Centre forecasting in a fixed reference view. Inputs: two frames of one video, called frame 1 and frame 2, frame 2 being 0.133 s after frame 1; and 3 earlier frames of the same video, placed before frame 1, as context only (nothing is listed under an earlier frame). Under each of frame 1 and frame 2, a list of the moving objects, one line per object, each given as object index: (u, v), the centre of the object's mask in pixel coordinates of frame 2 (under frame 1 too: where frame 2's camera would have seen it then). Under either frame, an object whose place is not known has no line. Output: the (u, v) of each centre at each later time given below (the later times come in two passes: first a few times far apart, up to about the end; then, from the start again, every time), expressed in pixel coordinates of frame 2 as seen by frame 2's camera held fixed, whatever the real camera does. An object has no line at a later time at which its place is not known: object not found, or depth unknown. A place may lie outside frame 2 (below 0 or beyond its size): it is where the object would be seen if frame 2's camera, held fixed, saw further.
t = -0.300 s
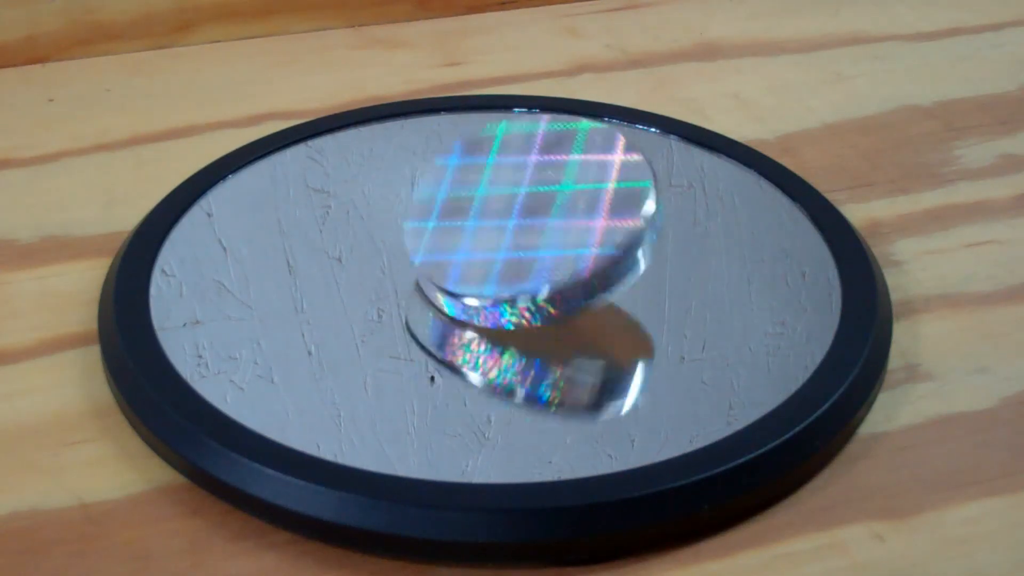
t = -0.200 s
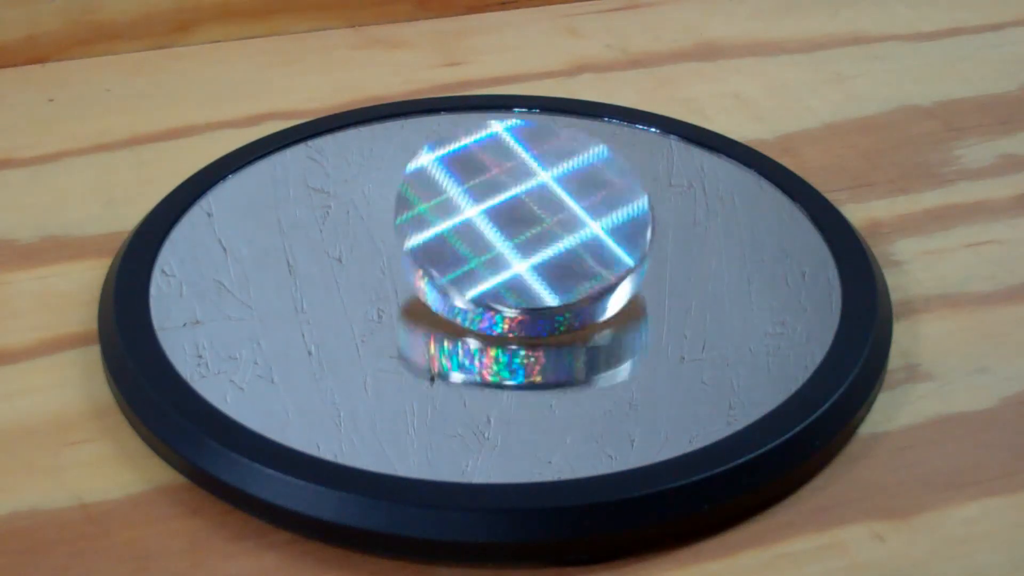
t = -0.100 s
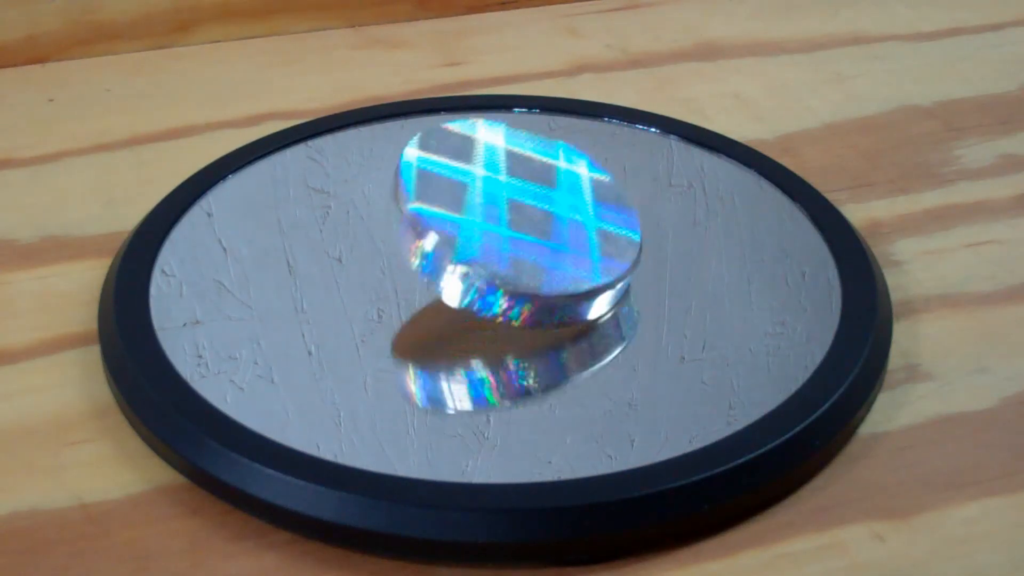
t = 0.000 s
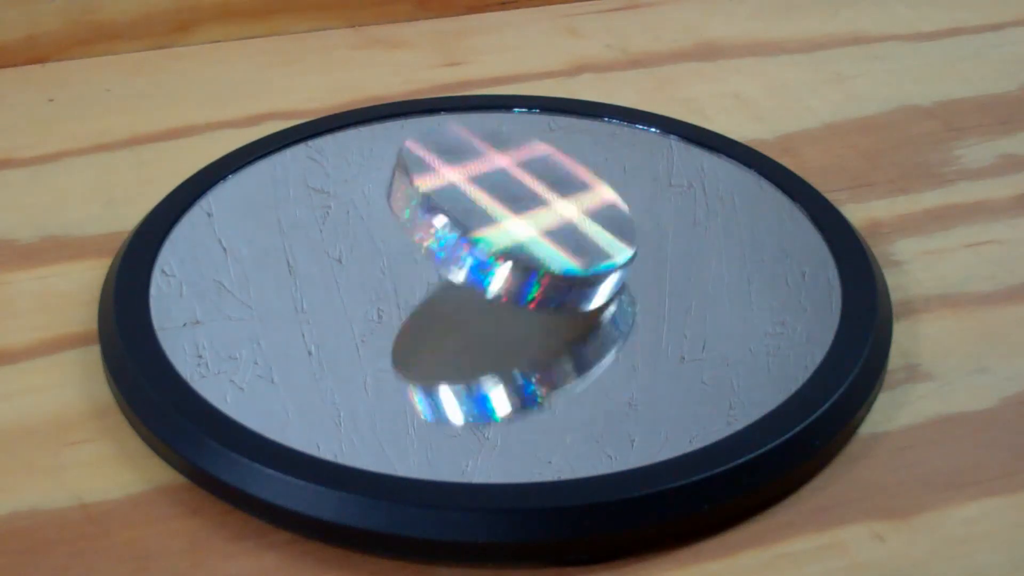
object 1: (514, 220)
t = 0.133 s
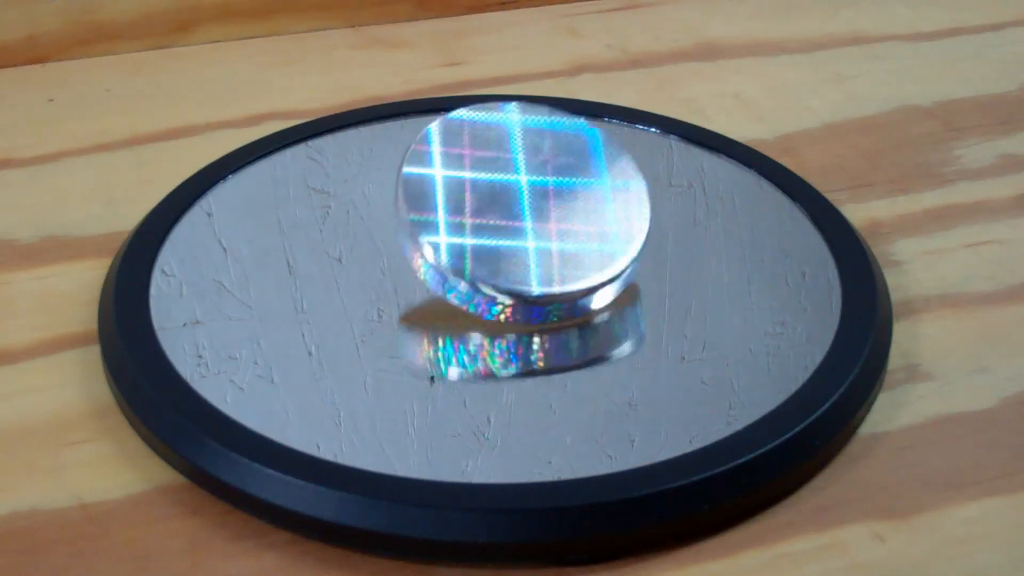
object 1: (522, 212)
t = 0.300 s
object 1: (533, 218)
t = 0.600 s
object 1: (514, 221)
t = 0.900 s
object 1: (531, 226)
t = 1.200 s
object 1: (519, 222)
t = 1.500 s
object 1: (528, 214)
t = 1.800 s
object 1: (517, 228)
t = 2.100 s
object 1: (529, 219)
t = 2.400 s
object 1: (521, 217)
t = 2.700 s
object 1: (524, 216)
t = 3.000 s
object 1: (527, 227)
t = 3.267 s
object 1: (521, 215)
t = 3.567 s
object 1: (526, 231)
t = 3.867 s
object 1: (523, 223)
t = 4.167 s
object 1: (527, 222)
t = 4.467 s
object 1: (521, 217)
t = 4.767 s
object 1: (526, 231)
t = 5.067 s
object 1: (520, 225)
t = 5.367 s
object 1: (532, 222)
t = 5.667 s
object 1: (523, 221)
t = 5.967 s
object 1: (527, 226)
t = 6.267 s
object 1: (520, 220)
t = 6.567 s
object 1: (528, 230)
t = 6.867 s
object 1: (521, 227)
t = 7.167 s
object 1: (531, 225)
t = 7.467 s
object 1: (520, 225)
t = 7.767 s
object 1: (526, 222)
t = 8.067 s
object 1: (523, 223)
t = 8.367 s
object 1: (523, 228)
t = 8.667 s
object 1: (524, 220)
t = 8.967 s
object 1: (523, 230)
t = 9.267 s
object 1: (523, 226)
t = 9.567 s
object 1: (519, 232)
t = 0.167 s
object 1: (523, 208)
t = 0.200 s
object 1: (532, 218)
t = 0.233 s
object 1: (530, 221)
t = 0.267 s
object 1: (531, 213)
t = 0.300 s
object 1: (533, 218)
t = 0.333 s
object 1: (533, 227)
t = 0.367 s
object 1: (532, 222)
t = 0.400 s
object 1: (530, 214)
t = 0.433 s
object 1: (532, 223)
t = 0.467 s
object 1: (522, 231)
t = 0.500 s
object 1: (520, 221)
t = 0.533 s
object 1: (524, 220)
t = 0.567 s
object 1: (514, 224)
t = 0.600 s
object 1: (514, 221)
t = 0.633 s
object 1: (513, 223)
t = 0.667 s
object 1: (514, 220)
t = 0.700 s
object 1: (515, 215)
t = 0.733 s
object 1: (516, 210)
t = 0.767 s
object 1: (526, 219)
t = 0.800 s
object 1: (522, 217)
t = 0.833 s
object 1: (526, 212)
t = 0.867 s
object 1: (528, 217)
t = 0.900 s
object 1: (531, 226)
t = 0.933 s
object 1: (531, 217)
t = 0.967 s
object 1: (533, 213)
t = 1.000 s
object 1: (536, 225)
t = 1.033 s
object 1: (530, 223)
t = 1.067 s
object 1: (527, 222)
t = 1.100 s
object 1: (531, 220)
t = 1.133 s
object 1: (521, 228)
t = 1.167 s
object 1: (519, 223)
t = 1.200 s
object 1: (519, 222)
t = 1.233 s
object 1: (517, 223)
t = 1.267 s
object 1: (516, 219)
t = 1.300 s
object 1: (517, 221)
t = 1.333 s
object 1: (521, 221)
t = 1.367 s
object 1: (521, 214)
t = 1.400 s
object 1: (520, 212)
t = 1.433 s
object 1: (527, 218)
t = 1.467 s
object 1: (528, 214)
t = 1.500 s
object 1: (528, 214)
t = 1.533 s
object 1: (532, 216)
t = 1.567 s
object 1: (531, 227)
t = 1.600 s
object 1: (531, 222)
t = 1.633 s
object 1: (531, 217)
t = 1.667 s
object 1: (534, 223)
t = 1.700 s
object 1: (524, 231)
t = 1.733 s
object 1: (523, 225)
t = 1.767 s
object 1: (526, 221)
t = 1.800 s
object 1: (517, 228)
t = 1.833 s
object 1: (516, 224)
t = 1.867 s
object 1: (516, 223)
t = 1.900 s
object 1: (515, 221)
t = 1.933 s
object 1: (515, 217)
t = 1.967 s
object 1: (516, 216)
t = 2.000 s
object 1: (524, 222)
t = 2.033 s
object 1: (522, 213)
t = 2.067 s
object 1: (520, 211)
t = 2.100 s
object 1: (529, 219)
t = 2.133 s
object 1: (530, 223)
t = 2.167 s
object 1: (530, 215)
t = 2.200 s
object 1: (533, 217)
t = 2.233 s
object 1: (533, 228)
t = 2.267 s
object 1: (530, 221)
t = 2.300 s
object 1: (532, 220)
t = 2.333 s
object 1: (532, 224)
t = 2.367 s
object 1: (524, 229)
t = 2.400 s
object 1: (521, 217)
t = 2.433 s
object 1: (526, 221)
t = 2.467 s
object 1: (516, 227)
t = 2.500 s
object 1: (519, 225)
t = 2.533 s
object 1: (518, 223)
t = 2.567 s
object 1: (516, 223)
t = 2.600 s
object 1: (518, 217)
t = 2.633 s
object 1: (522, 220)
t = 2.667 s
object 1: (524, 223)
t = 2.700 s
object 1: (524, 216)
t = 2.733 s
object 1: (527, 215)
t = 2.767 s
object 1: (533, 221)
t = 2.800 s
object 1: (528, 227)
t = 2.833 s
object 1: (529, 219)
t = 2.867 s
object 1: (530, 220)
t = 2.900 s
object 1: (529, 230)
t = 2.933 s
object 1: (526, 223)
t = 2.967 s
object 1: (526, 224)
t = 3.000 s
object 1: (527, 227)
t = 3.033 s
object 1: (521, 227)
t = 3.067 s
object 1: (520, 226)
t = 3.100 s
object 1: (523, 223)
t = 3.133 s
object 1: (519, 225)
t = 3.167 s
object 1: (515, 216)
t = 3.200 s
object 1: (524, 221)
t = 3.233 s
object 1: (519, 221)
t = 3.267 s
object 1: (521, 215)
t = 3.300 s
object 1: (525, 217)
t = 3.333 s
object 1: (528, 227)
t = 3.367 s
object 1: (528, 217)
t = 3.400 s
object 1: (532, 218)
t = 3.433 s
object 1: (536, 225)
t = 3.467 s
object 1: (531, 222)
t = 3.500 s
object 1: (532, 217)
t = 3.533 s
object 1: (534, 222)
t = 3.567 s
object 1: (526, 231)
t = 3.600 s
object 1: (524, 227)
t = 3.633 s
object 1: (524, 222)
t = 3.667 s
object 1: (520, 229)
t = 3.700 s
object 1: (518, 226)
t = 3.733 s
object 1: (518, 225)
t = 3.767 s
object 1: (518, 224)
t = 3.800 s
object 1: (517, 220)
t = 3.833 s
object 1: (518, 220)
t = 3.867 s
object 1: (523, 223)
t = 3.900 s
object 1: (522, 216)
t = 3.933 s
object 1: (524, 216)
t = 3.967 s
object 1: (530, 221)
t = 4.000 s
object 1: (526, 221)
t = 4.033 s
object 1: (526, 214)
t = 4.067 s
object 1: (529, 221)
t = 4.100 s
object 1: (531, 230)
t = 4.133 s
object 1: (527, 220)
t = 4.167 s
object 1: (527, 222)
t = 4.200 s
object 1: (528, 227)
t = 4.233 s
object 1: (524, 225)
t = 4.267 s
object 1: (524, 224)
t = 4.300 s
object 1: (525, 225)
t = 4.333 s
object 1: (519, 225)
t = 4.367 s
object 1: (519, 224)
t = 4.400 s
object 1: (525, 222)
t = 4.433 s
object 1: (520, 223)
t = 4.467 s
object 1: (521, 217)
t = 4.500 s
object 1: (521, 222)
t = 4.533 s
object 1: (524, 225)
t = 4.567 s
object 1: (526, 218)
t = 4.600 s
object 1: (530, 209)
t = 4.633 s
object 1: (529, 227)
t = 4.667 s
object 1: (528, 223)
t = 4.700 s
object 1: (531, 220)
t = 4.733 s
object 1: (533, 227)
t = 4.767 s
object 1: (526, 231)
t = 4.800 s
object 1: (526, 224)
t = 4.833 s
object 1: (529, 224)
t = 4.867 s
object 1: (520, 230)
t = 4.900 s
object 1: (521, 228)
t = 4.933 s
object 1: (523, 223)
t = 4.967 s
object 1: (517, 226)
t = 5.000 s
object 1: (519, 223)
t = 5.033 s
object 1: (519, 223)
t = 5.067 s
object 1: (520, 225)
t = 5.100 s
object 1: (521, 217)
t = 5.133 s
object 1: (525, 220)
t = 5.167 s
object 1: (527, 226)
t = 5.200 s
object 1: (527, 218)
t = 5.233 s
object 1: (522, 207)
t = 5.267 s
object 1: (534, 225)
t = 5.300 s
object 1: (528, 228)
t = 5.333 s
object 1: (528, 220)
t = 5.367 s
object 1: (532, 222)
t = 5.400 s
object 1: (526, 230)
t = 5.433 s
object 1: (524, 227)
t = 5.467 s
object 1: (525, 223)
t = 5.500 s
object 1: (523, 228)
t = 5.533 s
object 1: (520, 223)
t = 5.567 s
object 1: (519, 225)
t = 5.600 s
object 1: (519, 227)
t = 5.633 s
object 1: (519, 220)
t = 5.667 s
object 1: (523, 221)
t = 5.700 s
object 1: (523, 225)
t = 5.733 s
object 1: (524, 219)
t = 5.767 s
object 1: (526, 217)
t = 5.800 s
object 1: (533, 226)
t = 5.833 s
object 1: (526, 225)
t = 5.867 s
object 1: (529, 221)
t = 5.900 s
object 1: (532, 223)
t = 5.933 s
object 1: (525, 230)
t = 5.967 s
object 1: (527, 226)
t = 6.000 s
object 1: (528, 223)
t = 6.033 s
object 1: (522, 232)
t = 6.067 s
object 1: (521, 227)
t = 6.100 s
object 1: (520, 224)
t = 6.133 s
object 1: (520, 228)
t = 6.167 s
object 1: (518, 224)
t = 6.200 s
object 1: (518, 225)
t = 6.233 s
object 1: (519, 225)
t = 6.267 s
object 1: (520, 220)
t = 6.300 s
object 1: (522, 213)
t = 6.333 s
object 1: (526, 226)
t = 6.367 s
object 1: (526, 218)
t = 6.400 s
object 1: (522, 210)
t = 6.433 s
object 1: (534, 225)
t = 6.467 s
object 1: (527, 227)
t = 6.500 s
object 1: (529, 221)
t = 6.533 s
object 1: (531, 223)
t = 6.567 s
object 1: (528, 230)
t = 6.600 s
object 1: (526, 228)
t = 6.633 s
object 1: (527, 223)
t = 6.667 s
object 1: (524, 229)
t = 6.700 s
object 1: (522, 228)
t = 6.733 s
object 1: (521, 225)
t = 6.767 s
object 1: (519, 229)
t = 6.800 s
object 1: (519, 223)
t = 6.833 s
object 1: (520, 225)
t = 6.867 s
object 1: (521, 227)
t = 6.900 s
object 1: (521, 220)
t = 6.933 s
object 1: (525, 221)
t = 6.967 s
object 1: (528, 227)
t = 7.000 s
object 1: (526, 222)
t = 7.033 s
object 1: (526, 212)
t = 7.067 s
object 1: (532, 227)
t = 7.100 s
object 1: (527, 227)
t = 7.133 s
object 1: (526, 224)
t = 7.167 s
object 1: (531, 225)
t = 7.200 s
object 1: (522, 232)
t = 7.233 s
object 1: (523, 226)
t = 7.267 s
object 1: (524, 224)
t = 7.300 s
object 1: (519, 226)
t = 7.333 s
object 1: (519, 226)
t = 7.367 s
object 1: (521, 224)
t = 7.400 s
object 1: (521, 226)
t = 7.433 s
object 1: (519, 219)
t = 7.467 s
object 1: (520, 225)
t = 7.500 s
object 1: (525, 226)
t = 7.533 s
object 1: (523, 218)
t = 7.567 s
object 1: (526, 223)
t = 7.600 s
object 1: (527, 230)
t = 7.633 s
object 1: (528, 225)
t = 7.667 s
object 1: (529, 221)
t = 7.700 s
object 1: (530, 230)
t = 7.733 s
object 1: (526, 226)
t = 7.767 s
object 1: (526, 222)
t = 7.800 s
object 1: (528, 229)
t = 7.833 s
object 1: (522, 230)
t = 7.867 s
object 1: (521, 226)
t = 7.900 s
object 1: (525, 226)
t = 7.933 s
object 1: (520, 225)
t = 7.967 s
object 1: (522, 224)
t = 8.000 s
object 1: (527, 226)
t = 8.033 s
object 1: (521, 224)
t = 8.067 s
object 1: (523, 223)
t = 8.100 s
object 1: (527, 226)
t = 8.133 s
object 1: (524, 227)
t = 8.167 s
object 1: (526, 221)
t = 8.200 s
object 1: (528, 225)
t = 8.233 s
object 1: (525, 230)
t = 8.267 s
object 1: (527, 226)
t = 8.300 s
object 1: (526, 224)
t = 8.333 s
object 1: (524, 233)
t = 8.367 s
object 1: (523, 228)
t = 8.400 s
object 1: (522, 225)
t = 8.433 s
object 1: (522, 230)
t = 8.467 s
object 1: (520, 227)
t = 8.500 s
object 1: (520, 225)
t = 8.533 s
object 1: (520, 227)
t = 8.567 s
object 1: (520, 221)
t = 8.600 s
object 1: (520, 228)
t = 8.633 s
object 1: (524, 227)
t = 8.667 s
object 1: (524, 220)
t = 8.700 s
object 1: (527, 221)
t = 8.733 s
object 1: (527, 228)
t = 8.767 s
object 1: (527, 223)
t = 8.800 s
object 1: (528, 222)
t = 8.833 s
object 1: (531, 230)
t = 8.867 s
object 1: (526, 228)
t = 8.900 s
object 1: (526, 223)
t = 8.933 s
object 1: (529, 230)
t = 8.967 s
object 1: (523, 230)
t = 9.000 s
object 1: (522, 226)
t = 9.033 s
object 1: (526, 227)
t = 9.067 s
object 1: (521, 228)
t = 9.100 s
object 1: (518, 214)
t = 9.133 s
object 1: (526, 227)
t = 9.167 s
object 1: (521, 224)
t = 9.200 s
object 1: (519, 215)
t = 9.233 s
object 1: (528, 227)
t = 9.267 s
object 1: (523, 226)
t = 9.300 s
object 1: (525, 223)
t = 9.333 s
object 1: (528, 226)
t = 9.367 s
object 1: (525, 231)
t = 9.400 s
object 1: (526, 225)
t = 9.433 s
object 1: (527, 226)
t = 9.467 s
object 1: (524, 234)
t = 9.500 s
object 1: (523, 228)
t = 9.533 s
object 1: (525, 226)
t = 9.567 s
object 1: (519, 232)
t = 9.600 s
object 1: (520, 228)
